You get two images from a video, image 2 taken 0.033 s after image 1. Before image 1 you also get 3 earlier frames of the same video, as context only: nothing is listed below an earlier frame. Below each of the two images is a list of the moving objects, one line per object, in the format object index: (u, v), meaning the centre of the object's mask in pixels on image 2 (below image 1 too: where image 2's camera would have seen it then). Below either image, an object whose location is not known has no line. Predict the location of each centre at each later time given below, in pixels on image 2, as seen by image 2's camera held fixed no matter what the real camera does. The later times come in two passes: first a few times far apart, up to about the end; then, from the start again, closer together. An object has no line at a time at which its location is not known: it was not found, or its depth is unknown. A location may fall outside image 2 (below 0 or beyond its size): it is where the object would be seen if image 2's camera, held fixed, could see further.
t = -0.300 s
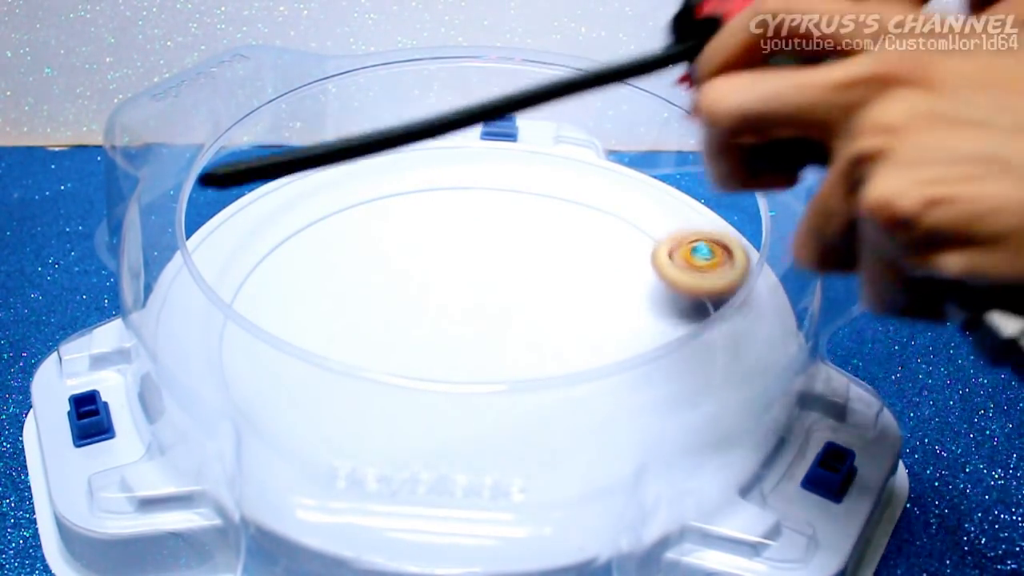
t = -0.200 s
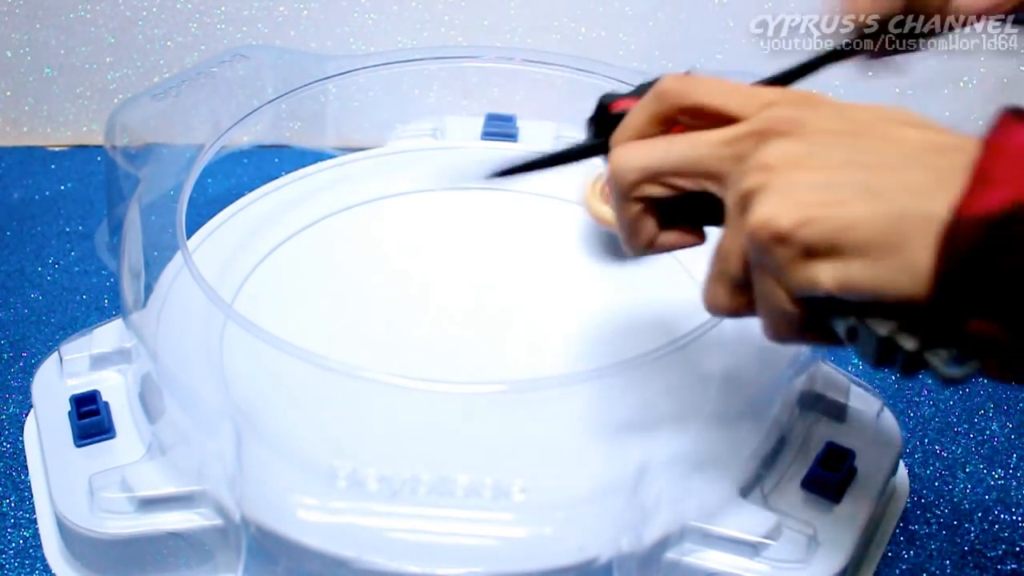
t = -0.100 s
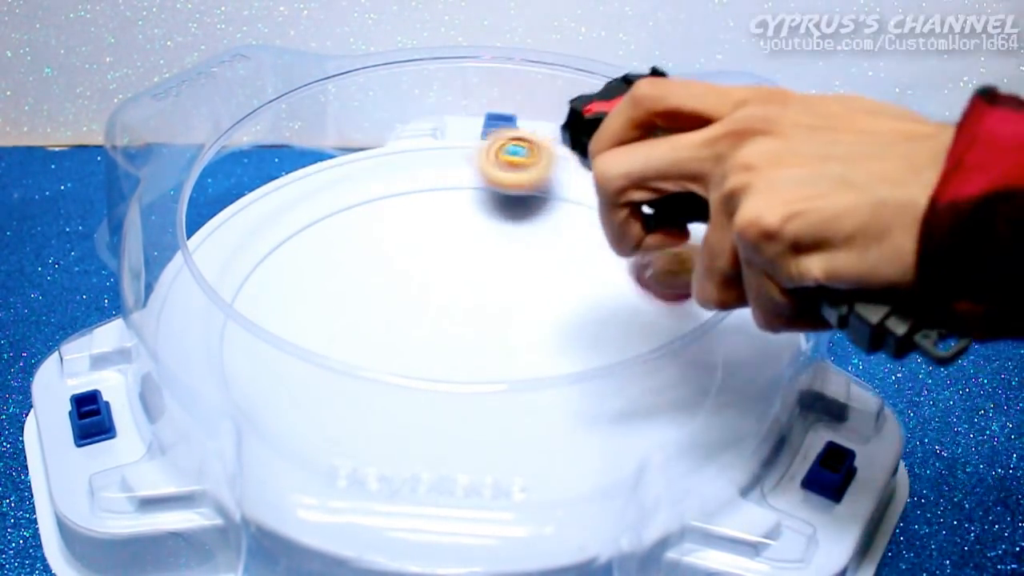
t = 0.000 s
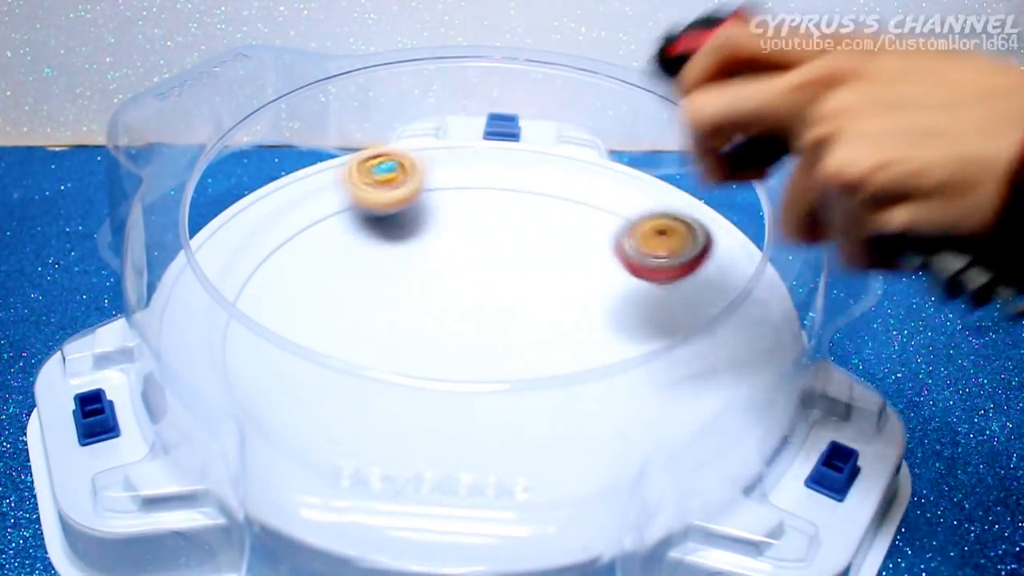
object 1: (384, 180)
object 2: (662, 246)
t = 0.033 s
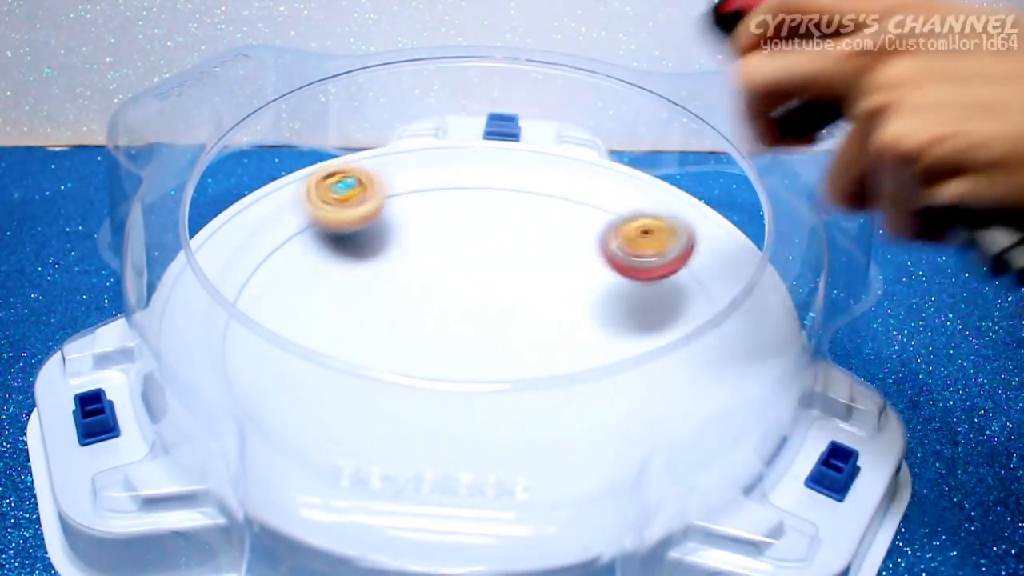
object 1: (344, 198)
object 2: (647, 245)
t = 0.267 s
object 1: (284, 405)
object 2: (469, 272)
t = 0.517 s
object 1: (687, 389)
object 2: (359, 396)
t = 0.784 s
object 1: (562, 179)
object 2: (609, 439)
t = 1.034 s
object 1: (265, 233)
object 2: (629, 271)
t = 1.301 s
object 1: (455, 463)
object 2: (346, 232)
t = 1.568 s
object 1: (708, 283)
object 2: (291, 399)
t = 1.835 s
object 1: (452, 169)
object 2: (610, 378)
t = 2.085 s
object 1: (232, 296)
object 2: (518, 201)
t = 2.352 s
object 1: (508, 451)
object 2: (278, 233)
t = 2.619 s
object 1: (694, 273)
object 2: (333, 408)
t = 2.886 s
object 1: (421, 181)
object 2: (677, 302)
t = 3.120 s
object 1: (244, 303)
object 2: (544, 185)
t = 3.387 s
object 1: (470, 445)
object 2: (292, 254)
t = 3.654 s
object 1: (679, 298)
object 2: (470, 466)
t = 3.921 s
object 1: (455, 190)
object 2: (715, 324)
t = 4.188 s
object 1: (267, 295)
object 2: (515, 200)
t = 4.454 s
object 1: (461, 439)
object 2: (261, 313)
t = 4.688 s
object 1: (664, 328)
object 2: (430, 444)
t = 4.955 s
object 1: (513, 200)
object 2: (654, 313)
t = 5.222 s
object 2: (419, 202)
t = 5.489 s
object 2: (245, 347)
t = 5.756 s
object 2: (541, 424)
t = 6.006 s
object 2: (523, 368)
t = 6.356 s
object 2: (412, 399)
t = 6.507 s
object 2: (441, 403)
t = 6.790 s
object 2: (466, 345)
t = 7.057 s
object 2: (441, 236)
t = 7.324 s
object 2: (404, 176)
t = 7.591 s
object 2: (423, 233)
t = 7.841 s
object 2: (519, 283)
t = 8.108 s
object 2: (580, 193)
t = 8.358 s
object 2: (520, 268)
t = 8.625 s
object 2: (552, 221)
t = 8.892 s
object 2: (531, 234)
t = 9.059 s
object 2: (517, 267)
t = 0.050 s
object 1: (325, 209)
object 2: (638, 252)
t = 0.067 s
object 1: (310, 221)
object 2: (629, 263)
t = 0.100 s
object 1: (281, 249)
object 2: (606, 261)
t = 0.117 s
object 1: (270, 264)
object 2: (592, 257)
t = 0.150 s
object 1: (263, 289)
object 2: (565, 261)
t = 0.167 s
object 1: (253, 307)
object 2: (551, 267)
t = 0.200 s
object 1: (252, 340)
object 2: (523, 265)
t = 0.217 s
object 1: (257, 357)
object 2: (510, 266)
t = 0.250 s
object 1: (271, 392)
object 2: (482, 269)
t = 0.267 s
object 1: (284, 405)
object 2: (469, 272)
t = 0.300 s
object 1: (320, 430)
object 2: (444, 280)
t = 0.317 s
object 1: (345, 441)
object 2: (432, 286)
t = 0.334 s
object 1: (373, 452)
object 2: (419, 293)
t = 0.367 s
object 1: (438, 463)
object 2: (396, 308)
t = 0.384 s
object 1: (471, 464)
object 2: (386, 317)
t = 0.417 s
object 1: (536, 462)
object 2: (371, 331)
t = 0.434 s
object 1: (569, 453)
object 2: (368, 337)
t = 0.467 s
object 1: (624, 432)
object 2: (361, 358)
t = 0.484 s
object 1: (648, 417)
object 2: (355, 379)
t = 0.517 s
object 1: (687, 389)
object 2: (359, 396)
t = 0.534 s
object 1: (701, 373)
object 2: (363, 409)
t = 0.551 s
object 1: (709, 353)
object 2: (370, 415)
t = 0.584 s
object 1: (715, 319)
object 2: (392, 430)
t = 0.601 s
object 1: (714, 301)
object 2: (406, 435)
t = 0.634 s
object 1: (704, 268)
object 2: (439, 456)
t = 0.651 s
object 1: (695, 254)
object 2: (458, 460)
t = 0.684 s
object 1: (670, 227)
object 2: (493, 461)
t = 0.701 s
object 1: (654, 215)
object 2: (511, 462)
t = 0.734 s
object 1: (620, 194)
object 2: (553, 457)
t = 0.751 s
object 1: (601, 188)
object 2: (573, 453)
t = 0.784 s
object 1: (562, 179)
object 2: (609, 439)
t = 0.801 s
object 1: (540, 175)
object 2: (625, 430)
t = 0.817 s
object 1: (520, 171)
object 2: (639, 420)
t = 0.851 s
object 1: (478, 166)
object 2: (663, 399)
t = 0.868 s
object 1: (457, 165)
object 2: (674, 389)
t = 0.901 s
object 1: (414, 166)
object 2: (686, 364)
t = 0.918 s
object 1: (392, 170)
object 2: (686, 351)
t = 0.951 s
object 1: (352, 182)
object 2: (671, 314)
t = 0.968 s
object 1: (331, 190)
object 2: (671, 307)
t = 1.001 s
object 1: (295, 209)
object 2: (656, 290)
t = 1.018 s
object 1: (278, 221)
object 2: (644, 281)
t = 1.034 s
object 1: (265, 233)
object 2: (629, 271)
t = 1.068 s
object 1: (246, 264)
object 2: (597, 255)
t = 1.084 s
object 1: (239, 280)
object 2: (579, 248)
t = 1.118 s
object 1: (230, 318)
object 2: (541, 236)
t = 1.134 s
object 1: (235, 338)
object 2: (522, 232)
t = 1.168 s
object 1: (253, 378)
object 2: (484, 225)
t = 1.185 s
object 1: (270, 393)
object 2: (466, 222)
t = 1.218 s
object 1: (311, 421)
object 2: (429, 222)
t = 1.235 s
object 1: (335, 432)
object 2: (411, 221)
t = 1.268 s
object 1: (392, 454)
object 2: (377, 226)
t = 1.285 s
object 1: (422, 461)
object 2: (362, 226)
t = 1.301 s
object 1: (455, 463)
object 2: (346, 232)
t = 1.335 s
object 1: (519, 463)
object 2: (317, 242)
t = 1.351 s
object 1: (548, 459)
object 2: (303, 247)
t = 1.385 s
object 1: (605, 440)
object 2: (277, 263)
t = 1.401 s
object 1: (627, 429)
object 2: (265, 272)
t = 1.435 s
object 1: (666, 405)
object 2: (250, 287)
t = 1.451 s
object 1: (683, 392)
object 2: (237, 305)
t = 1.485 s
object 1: (704, 361)
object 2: (233, 329)
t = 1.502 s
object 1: (711, 346)
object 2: (243, 341)
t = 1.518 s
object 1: (715, 331)
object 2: (255, 360)
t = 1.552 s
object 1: (716, 300)
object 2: (278, 387)
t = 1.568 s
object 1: (708, 283)
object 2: (291, 399)
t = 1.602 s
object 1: (697, 259)
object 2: (326, 421)
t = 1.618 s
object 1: (686, 245)
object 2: (348, 428)
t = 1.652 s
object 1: (660, 220)
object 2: (393, 438)
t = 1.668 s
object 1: (646, 211)
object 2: (417, 440)
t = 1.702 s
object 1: (610, 194)
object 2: (467, 442)
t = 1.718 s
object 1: (592, 191)
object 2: (490, 441)
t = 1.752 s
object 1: (554, 181)
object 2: (533, 432)
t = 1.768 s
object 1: (533, 177)
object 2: (553, 423)
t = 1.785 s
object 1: (512, 173)
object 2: (572, 416)
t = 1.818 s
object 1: (472, 169)
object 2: (601, 396)
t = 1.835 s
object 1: (452, 169)
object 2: (610, 378)
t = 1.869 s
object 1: (412, 171)
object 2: (616, 336)
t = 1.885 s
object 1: (393, 173)
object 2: (622, 326)
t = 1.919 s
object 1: (355, 181)
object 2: (623, 304)
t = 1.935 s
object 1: (336, 187)
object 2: (619, 292)
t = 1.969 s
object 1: (302, 203)
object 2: (606, 266)
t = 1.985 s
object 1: (287, 213)
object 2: (598, 255)
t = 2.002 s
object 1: (275, 225)
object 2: (587, 243)
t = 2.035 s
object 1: (253, 252)
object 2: (563, 225)
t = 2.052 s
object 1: (246, 265)
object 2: (549, 216)
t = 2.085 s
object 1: (232, 296)
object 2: (518, 201)
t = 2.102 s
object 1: (231, 313)
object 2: (503, 196)
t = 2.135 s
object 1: (236, 343)
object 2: (469, 188)
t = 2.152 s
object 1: (242, 359)
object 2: (453, 185)
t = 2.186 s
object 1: (264, 388)
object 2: (419, 180)
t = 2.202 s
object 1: (281, 400)
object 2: (404, 178)
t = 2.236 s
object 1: (321, 423)
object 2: (373, 180)
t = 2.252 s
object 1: (344, 431)
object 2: (356, 183)
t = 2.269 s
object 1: (371, 437)
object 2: (340, 186)
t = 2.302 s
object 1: (424, 444)
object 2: (312, 200)
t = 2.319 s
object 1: (452, 446)
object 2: (300, 211)
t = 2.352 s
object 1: (508, 451)
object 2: (278, 233)
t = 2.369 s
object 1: (535, 452)
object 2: (268, 243)
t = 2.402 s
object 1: (585, 442)
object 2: (251, 269)
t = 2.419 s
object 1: (608, 433)
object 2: (251, 279)
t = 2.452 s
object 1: (647, 411)
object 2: (240, 307)
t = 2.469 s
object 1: (663, 400)
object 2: (242, 321)
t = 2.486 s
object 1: (679, 390)
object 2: (245, 332)
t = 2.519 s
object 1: (696, 358)
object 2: (256, 354)
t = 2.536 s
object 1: (702, 345)
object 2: (263, 363)
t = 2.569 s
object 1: (706, 313)
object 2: (282, 384)
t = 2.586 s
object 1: (701, 296)
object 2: (296, 393)
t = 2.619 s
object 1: (694, 273)
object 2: (333, 408)
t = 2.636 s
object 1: (685, 260)
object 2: (357, 415)
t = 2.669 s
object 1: (662, 237)
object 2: (407, 423)
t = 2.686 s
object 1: (648, 226)
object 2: (435, 426)
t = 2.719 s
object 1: (615, 207)
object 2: (493, 426)
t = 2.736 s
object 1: (597, 201)
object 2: (522, 423)
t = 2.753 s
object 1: (578, 198)
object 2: (551, 418)
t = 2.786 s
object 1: (540, 189)
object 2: (598, 395)
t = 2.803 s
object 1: (519, 185)
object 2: (617, 379)
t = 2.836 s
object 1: (479, 181)
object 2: (649, 348)
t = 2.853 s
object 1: (459, 180)
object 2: (660, 331)
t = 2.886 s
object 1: (421, 181)
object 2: (677, 302)
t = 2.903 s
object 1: (402, 183)
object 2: (685, 289)
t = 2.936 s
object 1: (367, 193)
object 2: (688, 261)
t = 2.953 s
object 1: (350, 199)
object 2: (686, 248)
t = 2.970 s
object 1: (333, 205)
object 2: (681, 233)
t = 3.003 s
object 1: (303, 221)
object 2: (664, 215)
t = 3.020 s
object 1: (290, 231)
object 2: (648, 209)
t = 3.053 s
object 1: (268, 253)
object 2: (615, 198)
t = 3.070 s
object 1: (259, 266)
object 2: (598, 194)
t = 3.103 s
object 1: (256, 286)
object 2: (562, 188)
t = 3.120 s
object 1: (244, 303)
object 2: (544, 185)
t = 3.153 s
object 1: (243, 331)
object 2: (510, 178)
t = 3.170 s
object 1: (244, 345)
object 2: (494, 176)
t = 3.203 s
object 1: (252, 372)
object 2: (461, 173)
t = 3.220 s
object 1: (262, 383)
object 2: (444, 174)
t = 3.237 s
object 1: (274, 393)
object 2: (426, 175)
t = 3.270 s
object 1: (305, 413)
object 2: (393, 182)
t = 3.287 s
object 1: (324, 422)
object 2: (375, 189)
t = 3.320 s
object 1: (370, 435)
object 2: (343, 206)
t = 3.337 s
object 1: (395, 441)
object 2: (328, 214)
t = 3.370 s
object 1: (444, 444)
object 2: (303, 239)
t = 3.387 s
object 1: (470, 445)
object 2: (292, 254)
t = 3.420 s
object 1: (520, 446)
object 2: (279, 287)
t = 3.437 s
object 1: (544, 444)
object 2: (280, 298)
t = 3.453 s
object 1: (567, 440)
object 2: (278, 315)
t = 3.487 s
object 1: (608, 422)
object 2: (284, 346)
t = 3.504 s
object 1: (627, 413)
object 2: (291, 362)
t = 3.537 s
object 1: (658, 395)
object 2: (312, 400)
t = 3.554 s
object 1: (665, 379)
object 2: (329, 413)
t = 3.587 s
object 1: (679, 353)
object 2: (371, 444)
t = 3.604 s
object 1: (683, 340)
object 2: (392, 453)
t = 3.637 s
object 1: (684, 313)
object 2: (447, 464)
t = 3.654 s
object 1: (679, 298)
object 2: (470, 466)
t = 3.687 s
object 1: (670, 277)
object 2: (517, 467)
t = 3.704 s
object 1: (661, 265)
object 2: (542, 463)
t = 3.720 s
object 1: (651, 255)
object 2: (566, 460)
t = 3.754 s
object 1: (627, 236)
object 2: (609, 445)
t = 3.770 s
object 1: (613, 226)
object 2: (629, 435)
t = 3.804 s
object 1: (580, 213)
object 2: (662, 412)
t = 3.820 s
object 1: (562, 208)
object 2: (677, 402)
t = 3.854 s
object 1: (528, 198)
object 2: (701, 379)
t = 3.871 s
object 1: (510, 194)
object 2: (706, 365)
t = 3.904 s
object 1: (473, 190)
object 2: (712, 339)
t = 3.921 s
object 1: (455, 190)
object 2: (715, 324)
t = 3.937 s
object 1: (437, 189)
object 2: (715, 309)
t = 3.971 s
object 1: (403, 191)
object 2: (704, 281)
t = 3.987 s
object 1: (386, 194)
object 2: (703, 272)
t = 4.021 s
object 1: (355, 204)
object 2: (687, 250)
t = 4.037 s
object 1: (340, 211)
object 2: (675, 240)
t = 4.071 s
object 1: (314, 225)
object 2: (646, 224)
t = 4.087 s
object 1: (302, 234)
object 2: (630, 218)
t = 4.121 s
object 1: (281, 255)
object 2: (593, 210)
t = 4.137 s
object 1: (273, 266)
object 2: (573, 208)
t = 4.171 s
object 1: (265, 286)
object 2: (534, 203)
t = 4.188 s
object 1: (267, 295)
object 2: (515, 200)
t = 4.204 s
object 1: (260, 310)
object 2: (496, 201)
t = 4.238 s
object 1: (268, 334)
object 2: (459, 202)
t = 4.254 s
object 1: (274, 345)
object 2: (440, 205)
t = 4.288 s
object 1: (286, 368)
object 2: (402, 213)
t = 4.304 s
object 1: (290, 386)
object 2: (383, 219)
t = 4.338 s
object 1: (315, 405)
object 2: (347, 235)
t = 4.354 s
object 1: (332, 414)
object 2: (330, 244)
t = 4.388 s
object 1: (371, 426)
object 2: (300, 264)
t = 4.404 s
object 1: (392, 431)
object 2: (288, 276)
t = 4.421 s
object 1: (414, 435)
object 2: (278, 289)
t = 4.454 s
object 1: (461, 439)
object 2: (261, 313)
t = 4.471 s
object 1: (484, 438)
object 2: (256, 327)
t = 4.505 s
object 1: (529, 436)
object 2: (253, 352)
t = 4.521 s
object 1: (550, 431)
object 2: (253, 366)
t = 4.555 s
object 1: (592, 418)
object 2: (262, 393)
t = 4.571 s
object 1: (610, 410)
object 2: (275, 402)
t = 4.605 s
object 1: (641, 396)
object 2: (314, 420)
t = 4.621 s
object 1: (649, 380)
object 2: (333, 428)
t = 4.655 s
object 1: (661, 350)
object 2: (382, 438)
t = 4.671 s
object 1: (663, 344)
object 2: (406, 443)
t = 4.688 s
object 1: (664, 328)
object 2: (430, 444)
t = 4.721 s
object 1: (665, 306)
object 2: (481, 453)
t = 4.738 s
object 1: (665, 299)
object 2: (508, 449)
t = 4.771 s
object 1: (658, 278)
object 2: (553, 445)
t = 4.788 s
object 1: (651, 266)
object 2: (575, 439)
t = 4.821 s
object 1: (632, 248)
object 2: (612, 420)
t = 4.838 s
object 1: (620, 239)
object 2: (626, 410)
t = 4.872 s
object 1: (593, 224)
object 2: (653, 390)
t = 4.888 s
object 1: (578, 218)
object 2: (655, 371)
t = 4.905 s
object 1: (563, 212)
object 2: (657, 354)
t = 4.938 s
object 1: (529, 203)
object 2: (651, 320)
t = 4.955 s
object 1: (513, 200)
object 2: (654, 313)
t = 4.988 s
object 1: (478, 198)
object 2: (646, 293)
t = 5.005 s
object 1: (461, 197)
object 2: (637, 281)
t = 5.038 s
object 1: (428, 198)
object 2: (614, 260)
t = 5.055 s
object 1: (412, 201)
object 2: (601, 251)
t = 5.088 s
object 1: (382, 208)
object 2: (571, 234)
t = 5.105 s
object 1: (368, 214)
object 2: (554, 227)
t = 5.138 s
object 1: (341, 226)
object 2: (517, 215)
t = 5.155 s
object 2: (497, 211)
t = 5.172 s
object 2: (477, 208)
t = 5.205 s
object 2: (438, 203)
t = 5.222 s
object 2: (419, 202)
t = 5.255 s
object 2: (383, 204)
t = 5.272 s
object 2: (364, 206)
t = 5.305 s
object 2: (326, 216)
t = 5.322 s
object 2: (309, 223)
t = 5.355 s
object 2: (277, 240)
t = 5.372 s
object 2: (263, 250)
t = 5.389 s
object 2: (251, 262)
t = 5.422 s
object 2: (239, 284)
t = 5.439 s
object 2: (236, 304)
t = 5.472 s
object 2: (240, 337)
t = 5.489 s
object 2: (245, 347)
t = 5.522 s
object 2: (255, 375)
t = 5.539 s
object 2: (264, 385)
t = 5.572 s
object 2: (290, 402)
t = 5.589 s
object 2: (309, 412)
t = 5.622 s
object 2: (349, 425)
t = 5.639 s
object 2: (372, 431)
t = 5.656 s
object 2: (396, 434)
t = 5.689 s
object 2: (450, 436)
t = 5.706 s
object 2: (476, 435)
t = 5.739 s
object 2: (520, 429)
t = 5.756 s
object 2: (541, 424)
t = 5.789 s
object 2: (577, 411)
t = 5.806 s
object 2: (589, 399)
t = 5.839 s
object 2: (609, 365)
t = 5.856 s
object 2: (614, 353)
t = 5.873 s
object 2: (614, 333)
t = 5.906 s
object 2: (596, 341)
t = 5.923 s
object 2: (584, 344)
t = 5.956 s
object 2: (561, 350)
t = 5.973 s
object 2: (548, 363)
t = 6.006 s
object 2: (523, 368)
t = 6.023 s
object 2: (514, 368)
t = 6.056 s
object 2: (494, 368)
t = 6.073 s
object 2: (486, 369)
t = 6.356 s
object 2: (412, 399)
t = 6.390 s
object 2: (411, 398)
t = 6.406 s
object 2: (410, 397)
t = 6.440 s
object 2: (412, 395)
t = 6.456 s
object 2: (419, 399)
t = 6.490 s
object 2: (435, 403)
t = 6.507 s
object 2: (441, 403)
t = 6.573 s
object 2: (462, 403)
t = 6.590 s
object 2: (466, 402)
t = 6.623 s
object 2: (469, 395)
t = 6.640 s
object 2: (471, 393)
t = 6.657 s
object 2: (470, 392)
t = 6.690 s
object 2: (471, 375)
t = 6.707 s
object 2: (470, 370)
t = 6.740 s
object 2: (470, 354)
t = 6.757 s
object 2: (468, 352)
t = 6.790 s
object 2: (466, 345)
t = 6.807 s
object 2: (464, 340)
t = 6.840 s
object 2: (461, 326)
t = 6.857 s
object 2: (461, 317)
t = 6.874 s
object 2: (462, 307)
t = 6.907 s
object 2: (461, 287)
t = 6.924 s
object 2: (461, 279)
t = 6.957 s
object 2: (458, 263)
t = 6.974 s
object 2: (457, 258)
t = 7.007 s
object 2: (451, 247)
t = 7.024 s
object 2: (448, 243)
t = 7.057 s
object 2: (441, 236)
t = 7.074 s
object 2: (438, 232)
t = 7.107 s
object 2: (433, 225)
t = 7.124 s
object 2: (431, 222)
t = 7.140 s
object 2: (429, 219)
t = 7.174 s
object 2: (425, 213)
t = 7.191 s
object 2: (423, 210)
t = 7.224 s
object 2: (419, 205)
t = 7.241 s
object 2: (418, 203)
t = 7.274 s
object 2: (414, 201)
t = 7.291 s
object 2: (411, 193)
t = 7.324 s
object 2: (404, 176)
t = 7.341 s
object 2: (402, 171)
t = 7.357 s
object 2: (401, 170)
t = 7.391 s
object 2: (399, 178)
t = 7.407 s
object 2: (399, 181)
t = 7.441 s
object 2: (399, 188)
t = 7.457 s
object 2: (400, 194)
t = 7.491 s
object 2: (404, 203)
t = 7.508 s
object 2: (406, 209)
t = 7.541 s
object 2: (411, 219)
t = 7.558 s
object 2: (414, 224)
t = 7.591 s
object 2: (423, 233)
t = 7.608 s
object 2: (428, 239)
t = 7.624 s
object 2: (433, 243)
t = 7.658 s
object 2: (446, 252)
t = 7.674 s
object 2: (452, 255)
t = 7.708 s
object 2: (467, 263)
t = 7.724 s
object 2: (473, 266)
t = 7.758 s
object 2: (488, 272)
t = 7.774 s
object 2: (497, 276)
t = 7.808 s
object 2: (510, 282)
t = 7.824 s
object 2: (515, 282)
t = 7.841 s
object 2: (519, 283)
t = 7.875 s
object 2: (535, 263)
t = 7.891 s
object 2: (541, 251)
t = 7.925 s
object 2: (552, 228)
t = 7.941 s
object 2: (557, 220)
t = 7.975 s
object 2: (566, 209)
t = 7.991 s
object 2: (569, 206)
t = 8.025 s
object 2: (575, 199)
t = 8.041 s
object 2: (577, 197)
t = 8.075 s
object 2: (579, 194)
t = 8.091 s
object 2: (579, 193)
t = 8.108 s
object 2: (580, 193)
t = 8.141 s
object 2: (577, 195)
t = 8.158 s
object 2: (576, 196)
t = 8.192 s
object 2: (568, 202)
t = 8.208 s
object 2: (563, 208)
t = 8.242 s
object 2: (553, 218)
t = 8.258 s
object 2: (548, 224)
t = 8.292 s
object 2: (539, 238)
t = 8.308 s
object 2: (535, 245)
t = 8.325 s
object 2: (529, 253)
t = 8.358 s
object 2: (520, 268)
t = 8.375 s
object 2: (516, 275)
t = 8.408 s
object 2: (505, 289)
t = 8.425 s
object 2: (500, 295)
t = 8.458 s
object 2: (493, 303)
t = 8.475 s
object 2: (499, 287)
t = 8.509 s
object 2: (514, 265)
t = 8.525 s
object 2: (519, 263)
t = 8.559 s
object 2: (533, 245)
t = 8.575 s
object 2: (539, 238)
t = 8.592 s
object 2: (545, 230)
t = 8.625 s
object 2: (552, 221)
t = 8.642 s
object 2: (555, 220)
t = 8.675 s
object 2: (556, 217)
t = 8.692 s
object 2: (557, 219)
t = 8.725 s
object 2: (553, 218)
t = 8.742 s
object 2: (552, 220)
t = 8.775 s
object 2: (547, 222)
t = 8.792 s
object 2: (544, 224)
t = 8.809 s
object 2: (542, 226)
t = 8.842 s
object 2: (538, 229)
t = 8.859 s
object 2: (535, 231)
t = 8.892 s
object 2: (531, 234)
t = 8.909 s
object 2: (527, 237)
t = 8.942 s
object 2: (525, 241)
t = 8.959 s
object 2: (523, 245)
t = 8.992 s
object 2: (522, 250)
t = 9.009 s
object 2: (520, 255)
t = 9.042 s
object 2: (519, 263)
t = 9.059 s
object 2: (517, 267)
